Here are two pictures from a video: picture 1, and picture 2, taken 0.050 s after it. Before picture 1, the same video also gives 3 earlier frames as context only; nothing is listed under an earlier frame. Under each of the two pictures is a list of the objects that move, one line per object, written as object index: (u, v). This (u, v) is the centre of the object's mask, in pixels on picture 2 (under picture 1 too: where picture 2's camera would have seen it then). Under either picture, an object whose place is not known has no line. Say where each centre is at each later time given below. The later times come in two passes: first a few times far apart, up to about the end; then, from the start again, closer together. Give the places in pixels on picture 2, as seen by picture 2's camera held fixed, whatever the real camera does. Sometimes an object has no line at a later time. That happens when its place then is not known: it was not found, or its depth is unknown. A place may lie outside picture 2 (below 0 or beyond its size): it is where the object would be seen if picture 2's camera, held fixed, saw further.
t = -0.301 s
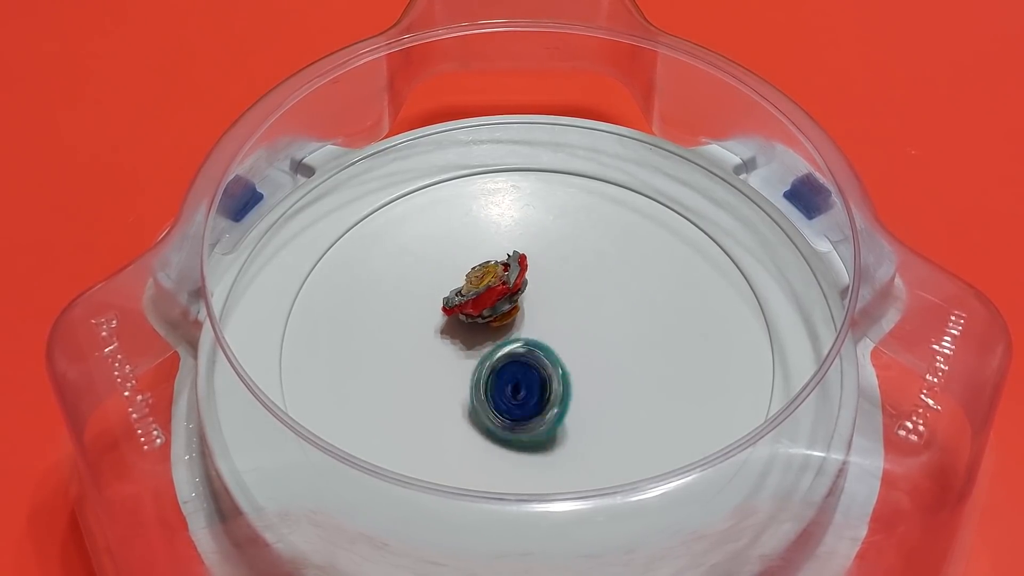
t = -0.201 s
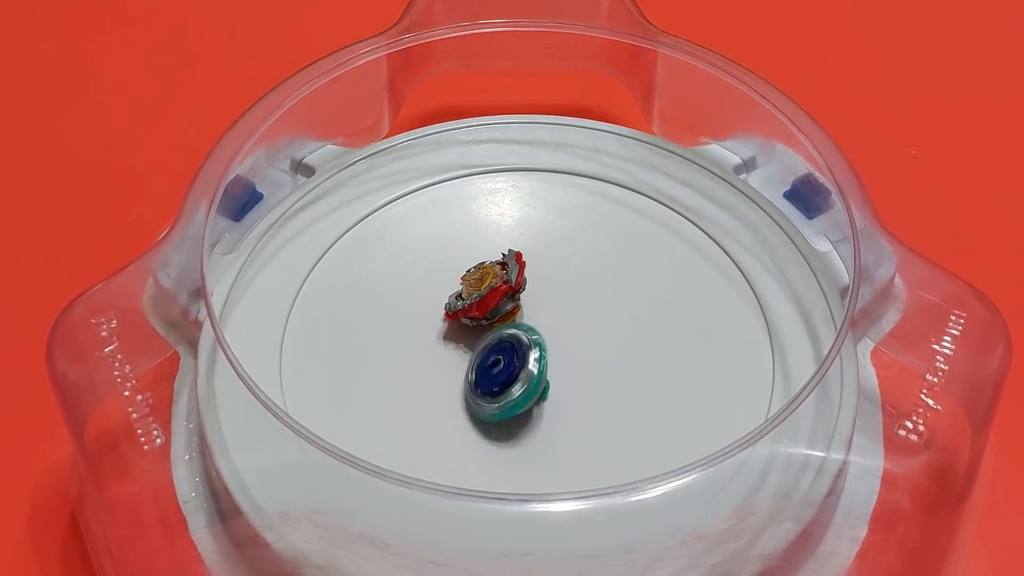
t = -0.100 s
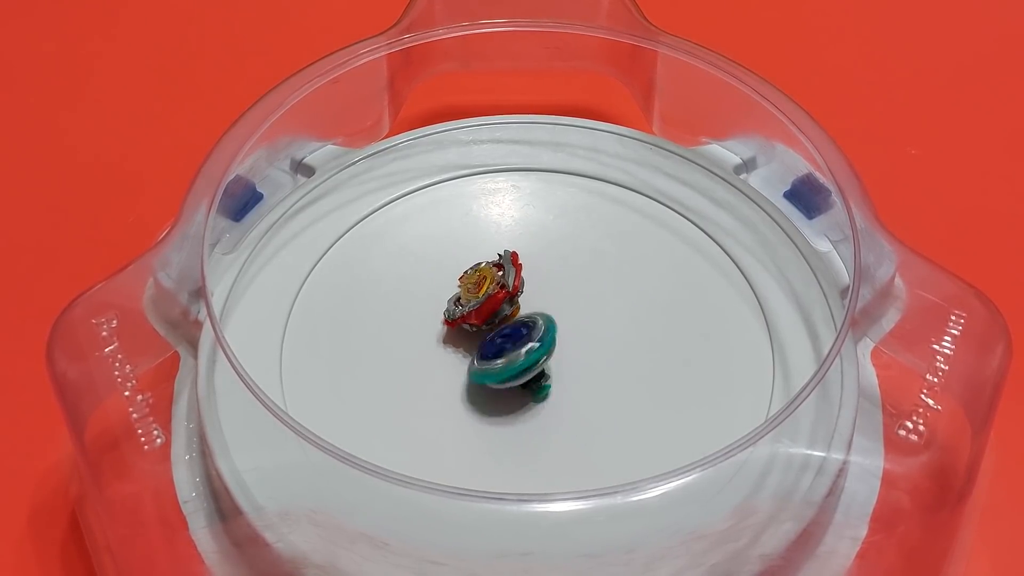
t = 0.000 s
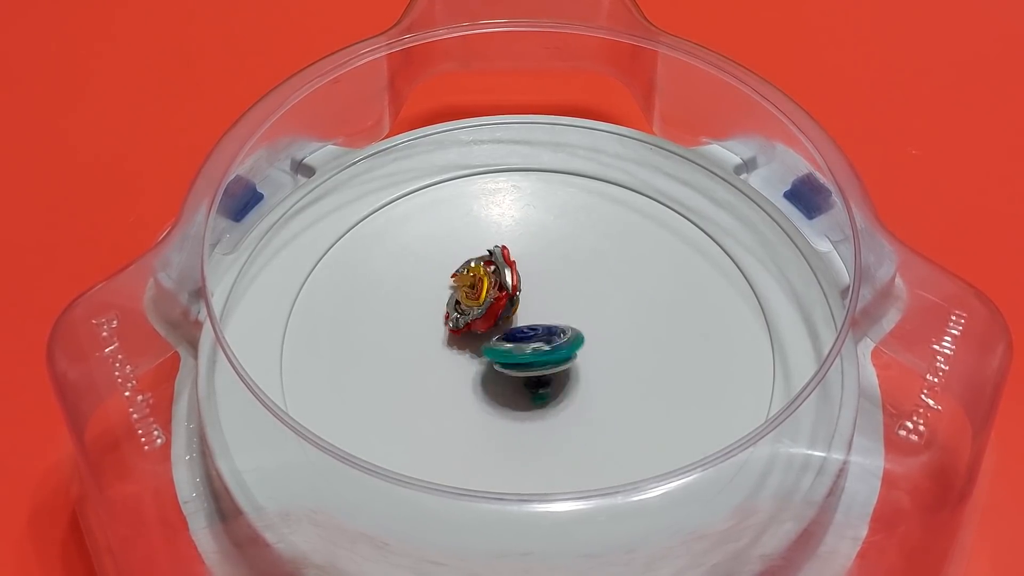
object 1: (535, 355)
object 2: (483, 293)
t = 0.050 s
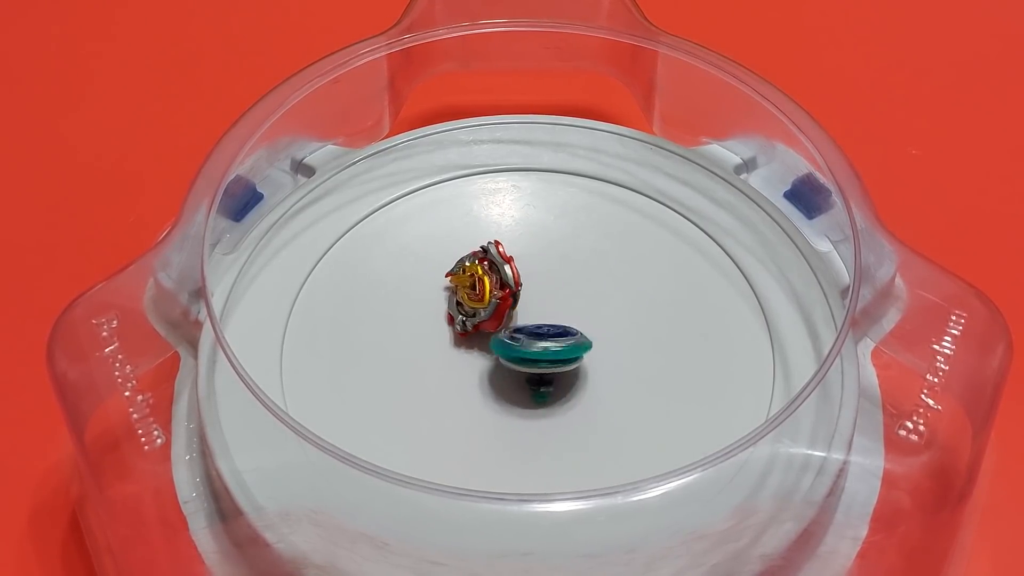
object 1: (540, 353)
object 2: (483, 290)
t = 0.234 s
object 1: (565, 383)
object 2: (483, 284)
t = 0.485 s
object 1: (529, 400)
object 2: (529, 301)
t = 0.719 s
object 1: (499, 384)
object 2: (543, 301)
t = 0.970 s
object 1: (501, 369)
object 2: (557, 287)
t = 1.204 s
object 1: (525, 372)
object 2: (547, 296)
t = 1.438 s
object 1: (531, 361)
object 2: (508, 298)
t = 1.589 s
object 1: (531, 359)
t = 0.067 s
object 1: (542, 353)
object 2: (483, 291)
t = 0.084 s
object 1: (545, 359)
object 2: (482, 288)
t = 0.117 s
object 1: (552, 365)
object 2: (481, 282)
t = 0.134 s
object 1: (557, 367)
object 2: (481, 280)
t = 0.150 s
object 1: (560, 369)
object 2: (481, 279)
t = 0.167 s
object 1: (562, 371)
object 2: (481, 279)
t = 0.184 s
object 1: (563, 375)
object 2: (481, 280)
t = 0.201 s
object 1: (564, 377)
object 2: (481, 281)
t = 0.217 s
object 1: (566, 382)
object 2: (482, 283)
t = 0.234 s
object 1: (565, 383)
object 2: (483, 284)
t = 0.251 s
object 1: (565, 387)
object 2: (484, 286)
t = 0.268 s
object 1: (563, 391)
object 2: (486, 288)
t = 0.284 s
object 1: (557, 391)
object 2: (488, 289)
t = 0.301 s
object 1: (552, 391)
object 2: (490, 292)
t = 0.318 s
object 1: (548, 391)
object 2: (492, 293)
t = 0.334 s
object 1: (546, 396)
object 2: (495, 295)
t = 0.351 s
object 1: (541, 398)
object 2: (498, 297)
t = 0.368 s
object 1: (540, 399)
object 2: (502, 299)
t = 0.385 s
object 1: (536, 398)
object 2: (505, 300)
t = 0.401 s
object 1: (535, 399)
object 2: (508, 302)
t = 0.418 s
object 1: (532, 401)
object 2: (513, 302)
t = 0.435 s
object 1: (536, 405)
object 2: (518, 302)
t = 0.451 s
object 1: (534, 403)
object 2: (521, 302)
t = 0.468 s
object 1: (531, 400)
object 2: (525, 301)
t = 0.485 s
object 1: (529, 400)
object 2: (529, 301)
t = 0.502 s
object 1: (526, 403)
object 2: (533, 302)
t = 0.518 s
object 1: (523, 404)
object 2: (536, 302)
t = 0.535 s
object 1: (519, 403)
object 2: (538, 302)
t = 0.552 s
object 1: (517, 398)
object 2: (541, 301)
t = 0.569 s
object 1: (517, 396)
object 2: (543, 300)
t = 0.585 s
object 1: (515, 397)
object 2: (544, 300)
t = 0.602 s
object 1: (512, 399)
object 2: (545, 300)
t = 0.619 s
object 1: (507, 399)
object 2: (545, 300)
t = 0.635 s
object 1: (503, 394)
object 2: (545, 300)
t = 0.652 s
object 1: (503, 392)
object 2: (545, 300)
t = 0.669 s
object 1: (501, 390)
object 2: (545, 300)
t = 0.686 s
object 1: (501, 388)
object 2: (544, 300)
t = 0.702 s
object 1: (501, 386)
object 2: (543, 301)
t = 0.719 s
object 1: (499, 384)
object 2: (543, 301)
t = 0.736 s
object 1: (498, 377)
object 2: (542, 301)
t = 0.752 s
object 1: (498, 372)
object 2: (542, 300)
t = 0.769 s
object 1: (496, 370)
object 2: (542, 300)
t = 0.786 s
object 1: (495, 374)
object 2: (544, 299)
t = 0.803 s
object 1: (494, 372)
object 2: (546, 298)
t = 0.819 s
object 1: (492, 371)
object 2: (548, 295)
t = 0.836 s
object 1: (492, 372)
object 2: (550, 294)
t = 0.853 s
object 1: (493, 374)
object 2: (551, 293)
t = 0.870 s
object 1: (492, 373)
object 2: (552, 291)
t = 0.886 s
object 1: (492, 372)
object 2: (553, 291)
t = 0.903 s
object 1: (494, 372)
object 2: (554, 290)
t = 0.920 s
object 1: (495, 372)
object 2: (555, 289)
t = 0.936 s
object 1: (496, 371)
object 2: (556, 289)
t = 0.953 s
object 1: (498, 371)
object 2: (556, 288)
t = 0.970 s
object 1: (501, 369)
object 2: (557, 287)
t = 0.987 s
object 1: (505, 370)
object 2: (557, 287)
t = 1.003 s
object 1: (507, 369)
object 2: (557, 288)
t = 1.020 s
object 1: (510, 370)
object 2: (556, 288)
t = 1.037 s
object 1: (513, 369)
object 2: (556, 288)
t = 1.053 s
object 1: (516, 367)
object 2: (555, 290)
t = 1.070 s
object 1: (518, 368)
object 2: (555, 290)
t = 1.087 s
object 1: (521, 369)
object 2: (554, 291)
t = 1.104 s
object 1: (524, 371)
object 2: (553, 291)
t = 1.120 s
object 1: (525, 371)
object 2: (552, 292)
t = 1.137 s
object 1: (526, 371)
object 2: (551, 293)
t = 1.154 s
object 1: (527, 372)
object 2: (550, 294)
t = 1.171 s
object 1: (526, 372)
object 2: (549, 294)
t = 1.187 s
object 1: (526, 371)
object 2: (549, 295)
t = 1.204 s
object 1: (525, 372)
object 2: (547, 296)
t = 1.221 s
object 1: (525, 372)
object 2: (546, 297)
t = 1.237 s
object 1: (526, 373)
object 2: (544, 298)
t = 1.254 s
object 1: (527, 374)
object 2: (542, 298)
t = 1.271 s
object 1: (527, 374)
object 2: (539, 299)
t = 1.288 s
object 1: (528, 374)
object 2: (536, 299)
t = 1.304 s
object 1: (528, 373)
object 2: (532, 300)
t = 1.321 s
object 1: (528, 371)
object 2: (528, 299)
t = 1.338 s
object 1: (529, 369)
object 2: (524, 298)
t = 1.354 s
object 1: (530, 367)
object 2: (519, 298)
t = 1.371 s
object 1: (530, 365)
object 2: (515, 298)
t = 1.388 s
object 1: (531, 363)
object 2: (512, 298)
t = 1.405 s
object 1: (531, 362)
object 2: (510, 298)
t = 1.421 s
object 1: (531, 361)
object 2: (509, 297)
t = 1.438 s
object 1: (531, 361)
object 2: (508, 298)
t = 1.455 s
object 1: (530, 360)
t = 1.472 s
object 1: (531, 360)
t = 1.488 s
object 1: (531, 360)
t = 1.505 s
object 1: (531, 360)
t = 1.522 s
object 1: (531, 360)
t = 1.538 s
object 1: (531, 360)
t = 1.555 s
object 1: (531, 360)
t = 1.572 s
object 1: (531, 360)
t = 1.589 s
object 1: (531, 359)
